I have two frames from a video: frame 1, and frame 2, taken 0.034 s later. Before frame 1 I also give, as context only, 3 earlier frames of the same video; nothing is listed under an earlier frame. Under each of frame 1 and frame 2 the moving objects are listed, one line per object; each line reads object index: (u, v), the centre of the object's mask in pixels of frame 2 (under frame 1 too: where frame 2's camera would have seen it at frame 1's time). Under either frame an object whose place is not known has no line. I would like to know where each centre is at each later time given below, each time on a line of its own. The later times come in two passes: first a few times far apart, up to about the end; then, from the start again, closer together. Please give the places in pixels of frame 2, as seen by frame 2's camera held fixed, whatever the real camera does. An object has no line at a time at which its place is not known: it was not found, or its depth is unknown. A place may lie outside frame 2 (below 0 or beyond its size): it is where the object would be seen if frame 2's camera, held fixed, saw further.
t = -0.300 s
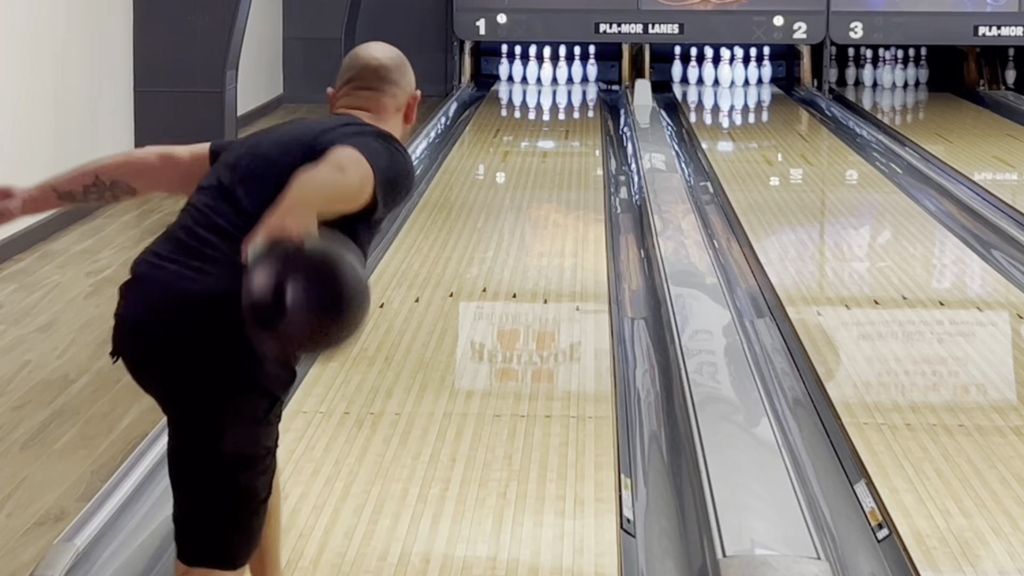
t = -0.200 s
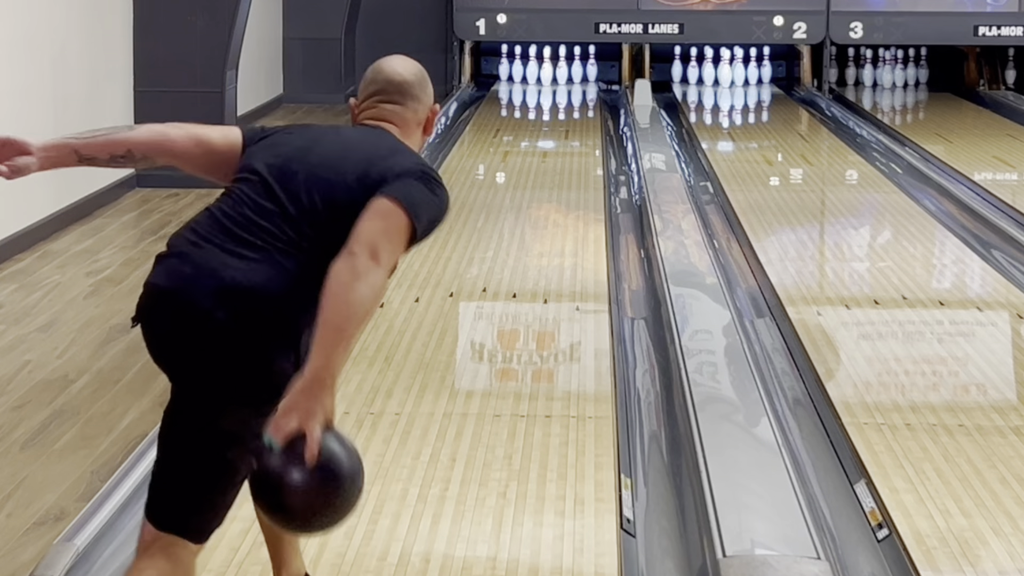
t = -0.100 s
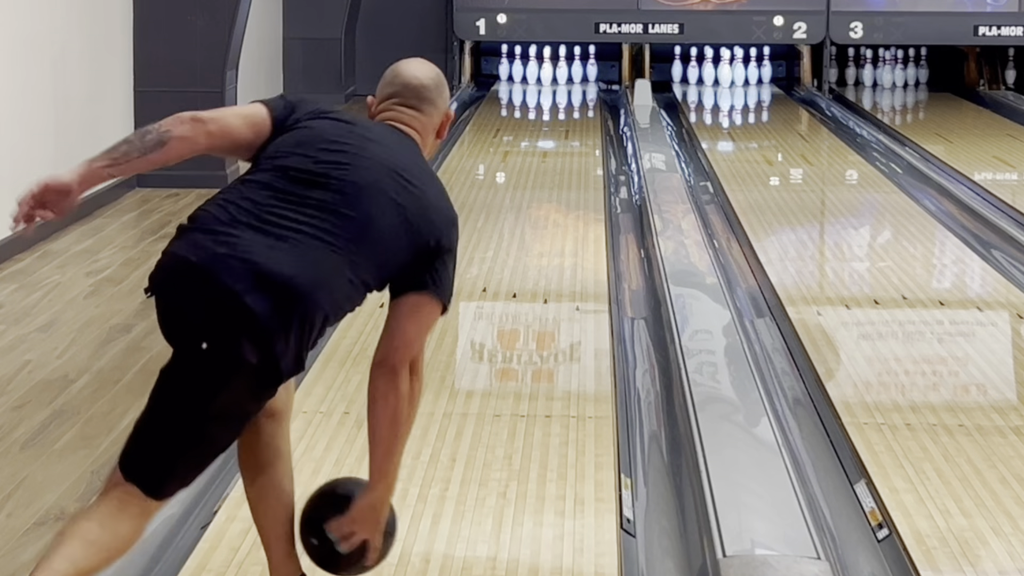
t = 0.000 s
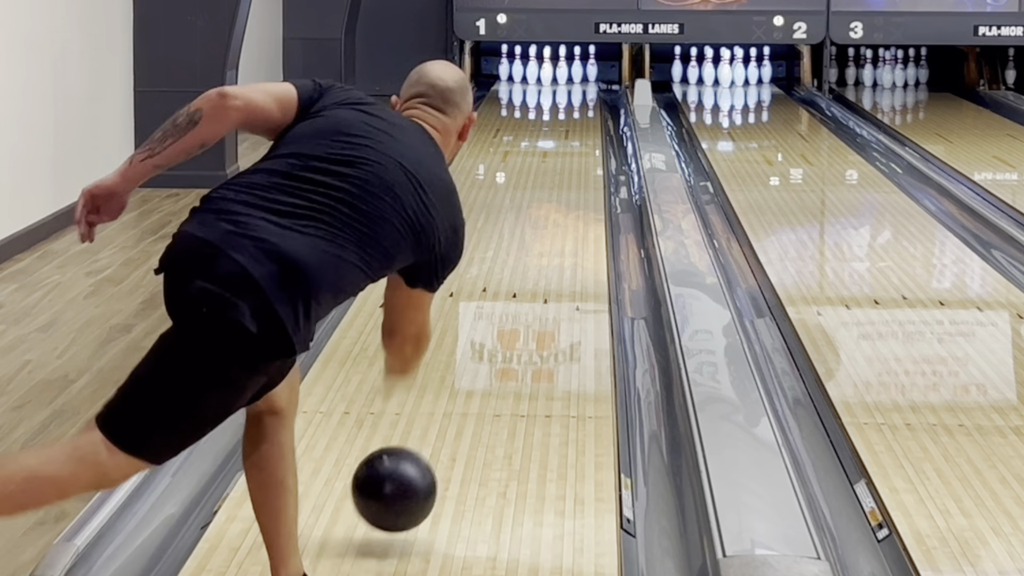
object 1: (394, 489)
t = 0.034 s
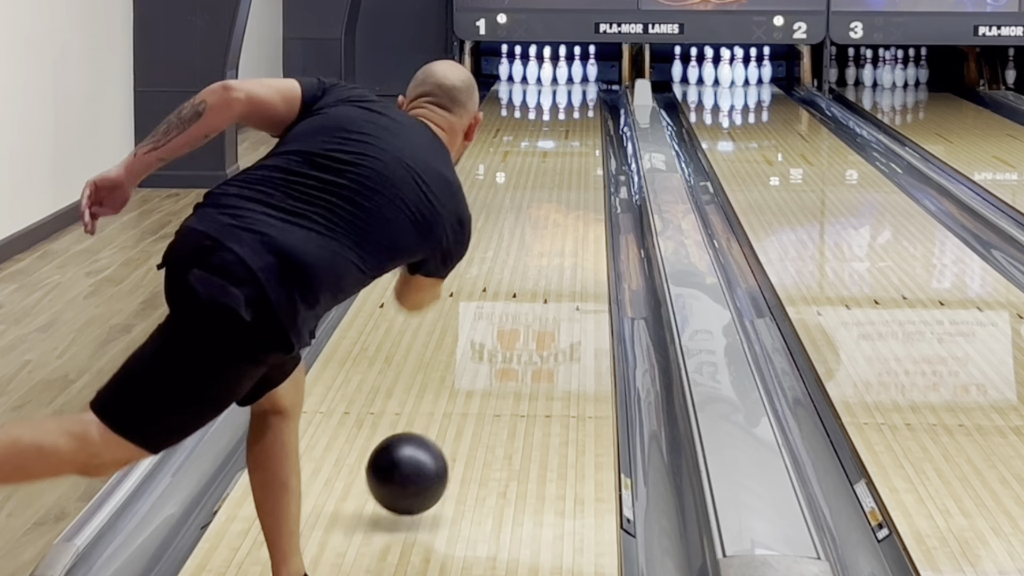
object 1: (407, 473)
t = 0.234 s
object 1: (468, 380)
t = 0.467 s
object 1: (502, 306)
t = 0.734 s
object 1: (547, 237)
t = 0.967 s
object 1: (567, 198)
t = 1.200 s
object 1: (580, 168)
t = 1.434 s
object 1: (587, 144)
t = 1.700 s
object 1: (589, 123)
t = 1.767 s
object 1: (589, 119)
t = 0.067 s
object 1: (419, 463)
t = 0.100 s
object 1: (431, 444)
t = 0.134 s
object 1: (441, 427)
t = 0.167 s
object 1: (450, 410)
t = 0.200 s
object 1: (459, 395)
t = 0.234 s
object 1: (468, 380)
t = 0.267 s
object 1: (475, 366)
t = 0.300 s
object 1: (482, 353)
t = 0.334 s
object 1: (489, 341)
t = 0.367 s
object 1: (496, 329)
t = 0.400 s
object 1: (502, 318)
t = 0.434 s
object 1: (507, 308)
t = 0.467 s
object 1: (502, 306)
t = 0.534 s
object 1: (526, 280)
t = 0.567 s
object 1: (527, 272)
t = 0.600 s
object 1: (532, 264)
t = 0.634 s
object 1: (536, 257)
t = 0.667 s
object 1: (540, 250)
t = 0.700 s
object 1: (543, 243)
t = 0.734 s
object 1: (547, 237)
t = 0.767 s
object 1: (550, 231)
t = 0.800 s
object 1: (553, 225)
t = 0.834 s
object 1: (557, 220)
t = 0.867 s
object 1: (559, 214)
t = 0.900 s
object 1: (562, 208)
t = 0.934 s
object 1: (565, 203)
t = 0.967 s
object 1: (567, 198)
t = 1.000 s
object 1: (569, 194)
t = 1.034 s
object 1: (572, 189)
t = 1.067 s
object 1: (574, 184)
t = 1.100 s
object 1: (575, 180)
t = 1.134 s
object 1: (577, 176)
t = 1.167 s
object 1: (579, 172)
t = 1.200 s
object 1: (580, 168)
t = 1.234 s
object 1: (582, 164)
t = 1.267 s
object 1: (583, 160)
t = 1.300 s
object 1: (584, 157)
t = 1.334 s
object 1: (585, 153)
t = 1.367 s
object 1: (586, 150)
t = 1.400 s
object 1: (586, 147)
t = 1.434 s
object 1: (587, 144)
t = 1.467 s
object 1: (588, 141)
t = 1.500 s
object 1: (588, 138)
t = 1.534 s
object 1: (588, 136)
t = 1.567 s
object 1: (589, 133)
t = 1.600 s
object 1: (589, 131)
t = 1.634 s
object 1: (589, 128)
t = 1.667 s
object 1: (589, 126)
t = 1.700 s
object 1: (589, 123)
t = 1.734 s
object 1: (589, 121)
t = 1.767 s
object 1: (589, 119)
